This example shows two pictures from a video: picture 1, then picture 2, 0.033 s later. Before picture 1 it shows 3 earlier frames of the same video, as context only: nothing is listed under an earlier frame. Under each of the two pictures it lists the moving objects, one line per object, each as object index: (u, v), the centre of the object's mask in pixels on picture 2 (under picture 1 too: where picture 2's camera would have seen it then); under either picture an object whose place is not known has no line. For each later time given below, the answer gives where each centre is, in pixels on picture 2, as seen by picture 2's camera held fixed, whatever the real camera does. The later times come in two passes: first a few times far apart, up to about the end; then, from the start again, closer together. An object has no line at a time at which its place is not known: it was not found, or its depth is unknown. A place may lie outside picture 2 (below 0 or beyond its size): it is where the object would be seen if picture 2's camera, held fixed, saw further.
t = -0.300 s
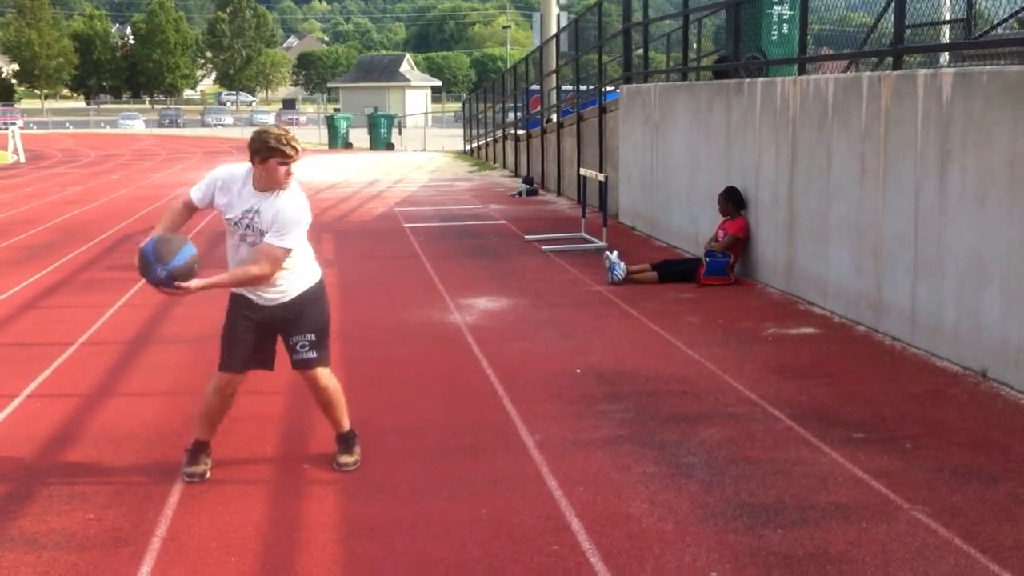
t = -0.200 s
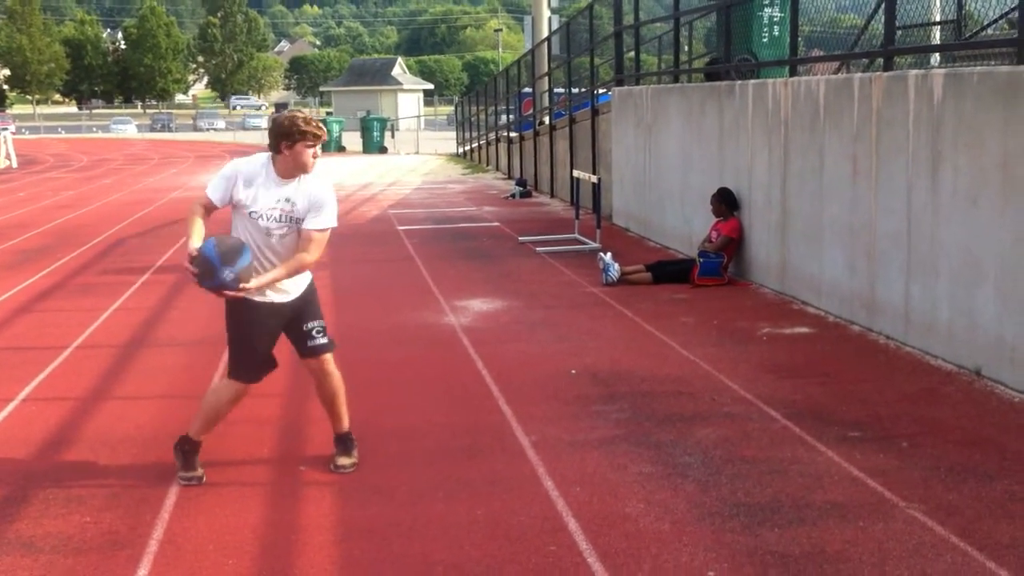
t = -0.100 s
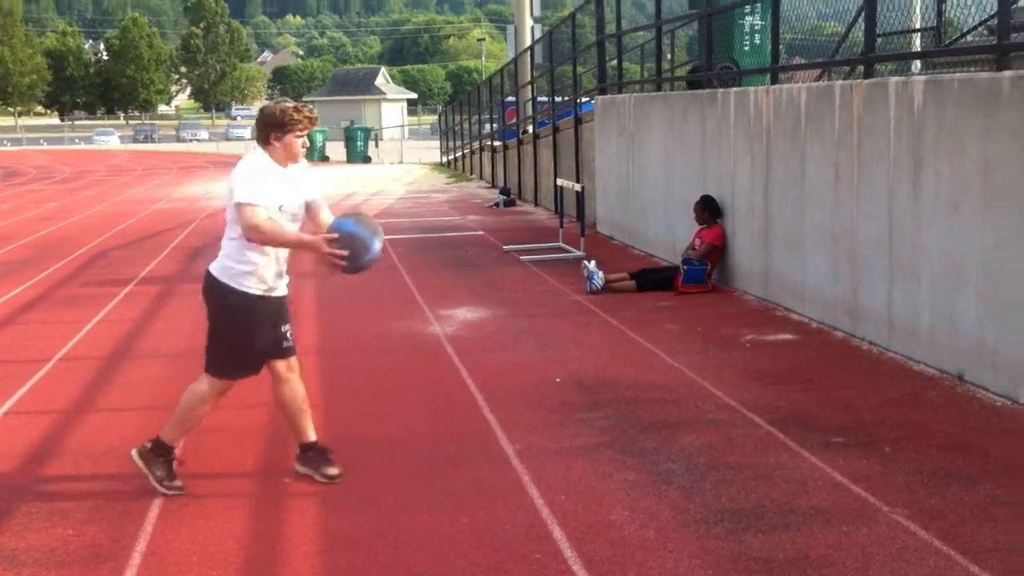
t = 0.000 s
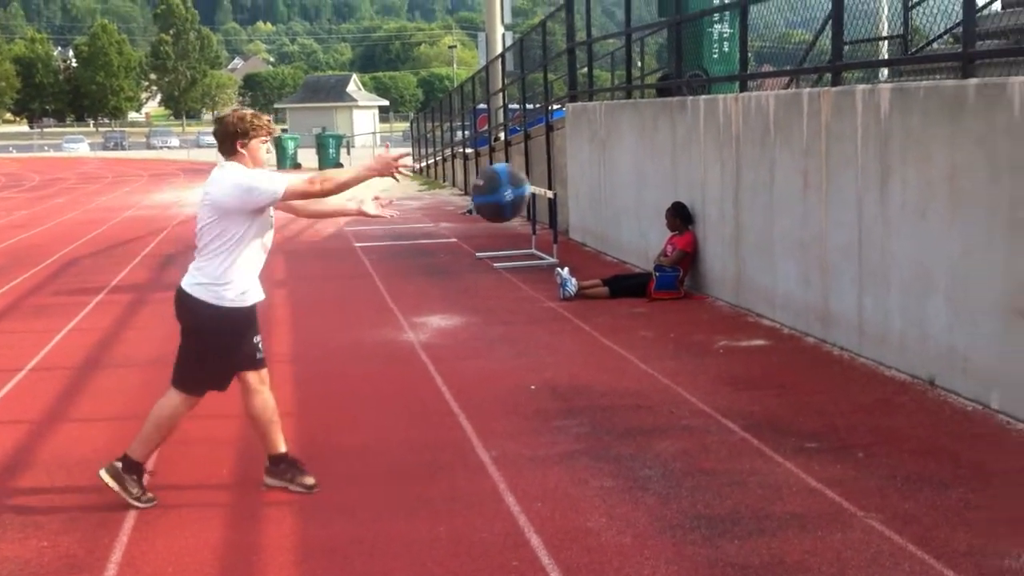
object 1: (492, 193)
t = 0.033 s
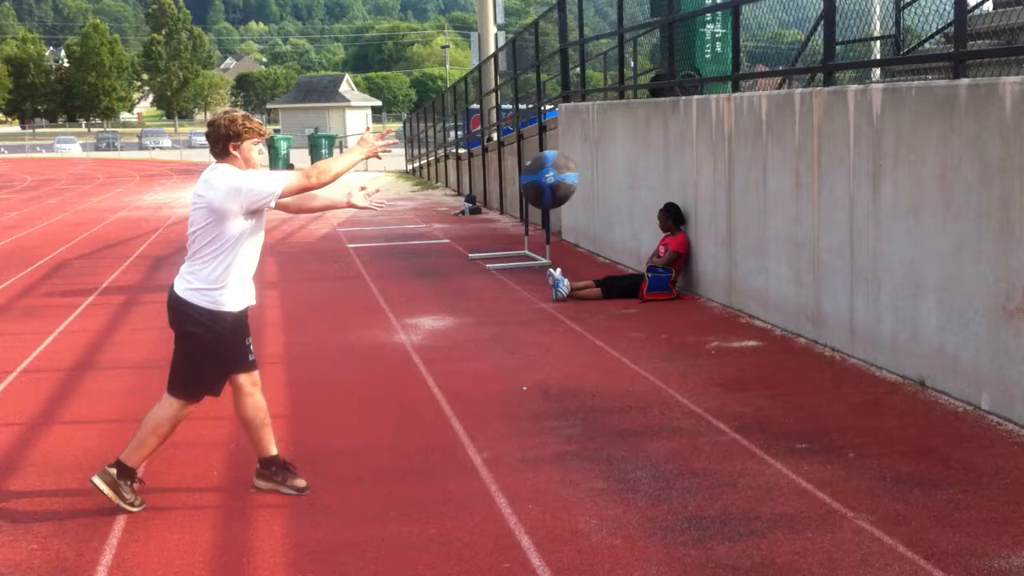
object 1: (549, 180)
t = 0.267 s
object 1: (902, 163)
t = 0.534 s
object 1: (831, 264)
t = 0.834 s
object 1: (578, 381)
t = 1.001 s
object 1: (468, 324)
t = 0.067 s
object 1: (602, 169)
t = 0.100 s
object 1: (654, 161)
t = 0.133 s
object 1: (706, 157)
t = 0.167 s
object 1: (757, 155)
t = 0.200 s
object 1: (806, 156)
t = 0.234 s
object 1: (854, 158)
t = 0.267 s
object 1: (902, 163)
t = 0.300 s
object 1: (950, 171)
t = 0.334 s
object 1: (993, 181)
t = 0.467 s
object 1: (897, 228)
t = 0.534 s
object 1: (831, 264)
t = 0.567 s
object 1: (799, 285)
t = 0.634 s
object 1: (736, 333)
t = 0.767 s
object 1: (622, 422)
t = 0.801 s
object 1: (600, 400)
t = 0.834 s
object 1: (578, 381)
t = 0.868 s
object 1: (556, 364)
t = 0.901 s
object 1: (534, 351)
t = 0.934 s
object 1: (512, 339)
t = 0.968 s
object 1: (489, 330)
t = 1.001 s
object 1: (468, 324)
